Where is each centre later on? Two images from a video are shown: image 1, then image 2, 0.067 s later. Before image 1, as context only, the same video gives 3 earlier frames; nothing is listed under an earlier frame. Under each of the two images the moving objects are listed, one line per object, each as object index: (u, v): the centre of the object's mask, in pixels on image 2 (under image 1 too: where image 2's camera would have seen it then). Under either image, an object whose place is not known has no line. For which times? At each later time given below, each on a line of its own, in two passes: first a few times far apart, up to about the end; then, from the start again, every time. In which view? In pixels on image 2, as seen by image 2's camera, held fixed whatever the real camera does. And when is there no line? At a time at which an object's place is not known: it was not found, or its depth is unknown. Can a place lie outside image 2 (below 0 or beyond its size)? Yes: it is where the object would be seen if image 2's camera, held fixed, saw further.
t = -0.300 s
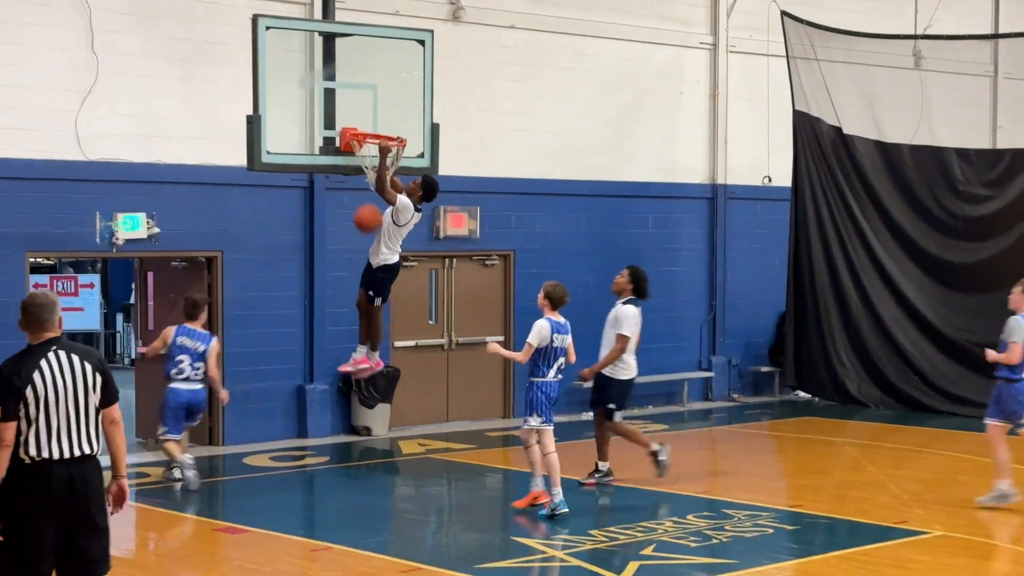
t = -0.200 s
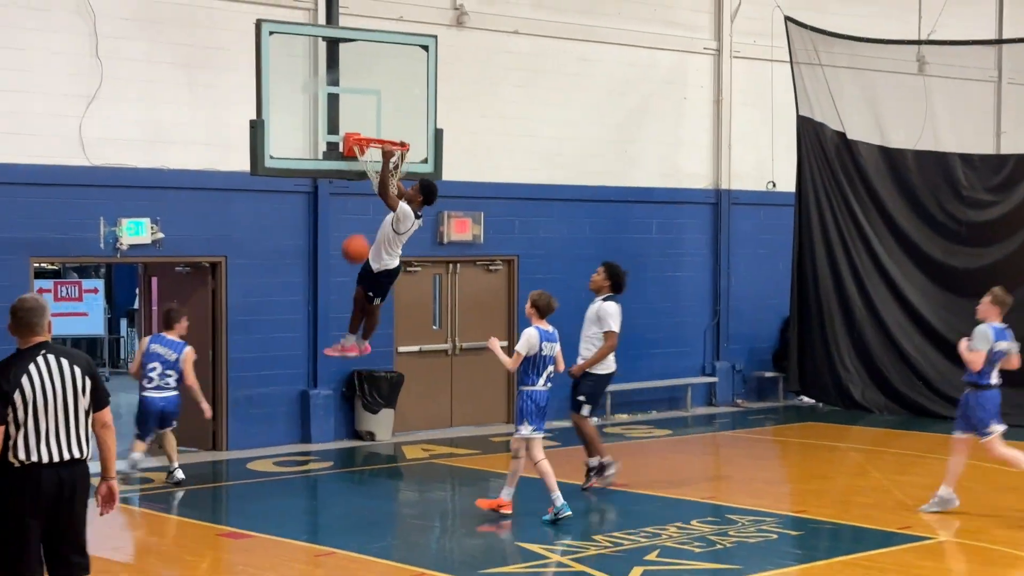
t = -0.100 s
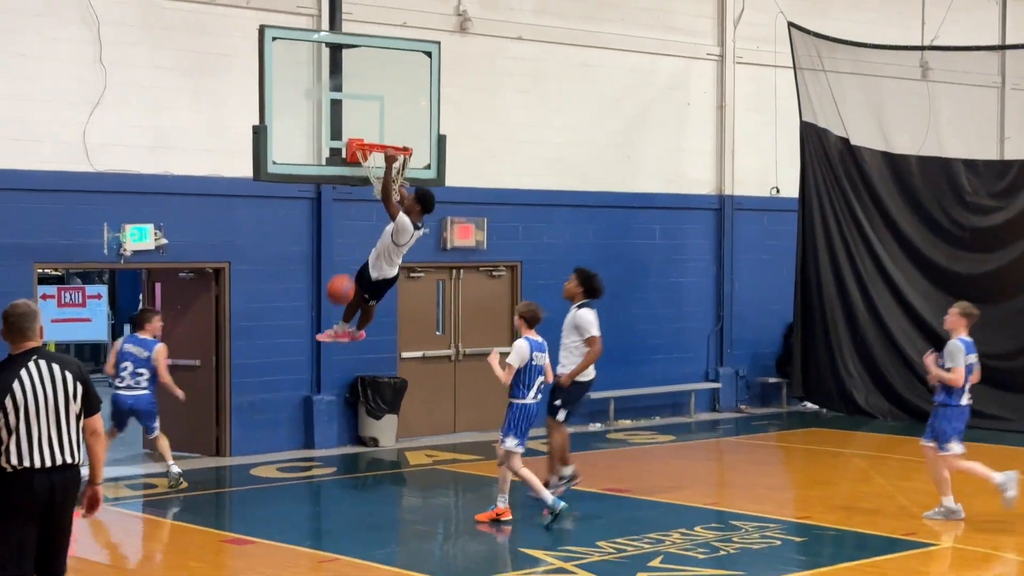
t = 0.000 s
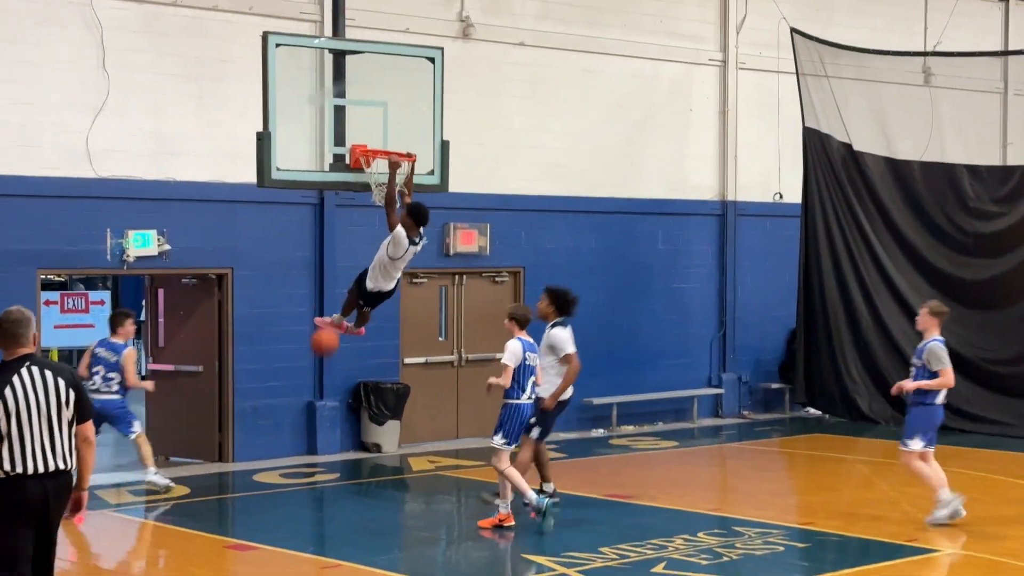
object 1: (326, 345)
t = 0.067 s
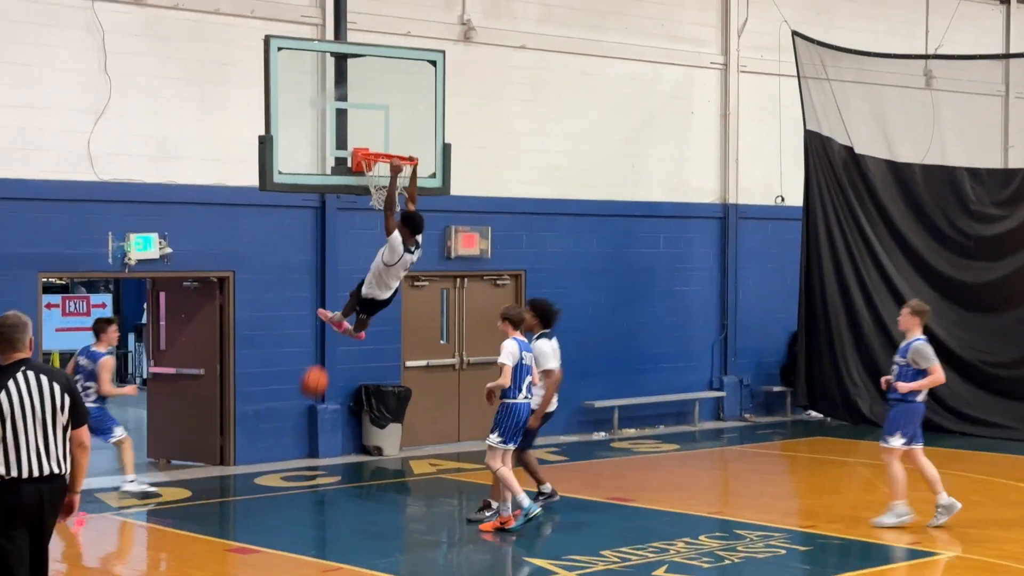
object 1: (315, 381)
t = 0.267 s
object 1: (276, 485)
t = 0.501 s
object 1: (230, 400)
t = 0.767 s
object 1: (174, 380)
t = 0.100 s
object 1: (308, 402)
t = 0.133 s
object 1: (302, 424)
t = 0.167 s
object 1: (296, 446)
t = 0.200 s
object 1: (289, 470)
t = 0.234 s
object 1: (283, 498)
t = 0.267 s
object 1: (276, 485)
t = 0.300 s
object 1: (270, 468)
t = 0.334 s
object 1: (264, 454)
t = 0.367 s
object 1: (257, 441)
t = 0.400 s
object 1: (250, 429)
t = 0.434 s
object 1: (244, 418)
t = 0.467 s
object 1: (236, 408)
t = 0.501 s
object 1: (230, 400)
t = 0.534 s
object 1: (223, 392)
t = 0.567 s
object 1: (216, 387)
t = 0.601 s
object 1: (209, 382)
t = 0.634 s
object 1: (203, 379)
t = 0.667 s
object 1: (195, 377)
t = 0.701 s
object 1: (188, 376)
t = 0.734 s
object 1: (181, 378)
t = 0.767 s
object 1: (174, 380)
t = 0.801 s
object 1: (166, 384)
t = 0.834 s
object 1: (158, 388)
